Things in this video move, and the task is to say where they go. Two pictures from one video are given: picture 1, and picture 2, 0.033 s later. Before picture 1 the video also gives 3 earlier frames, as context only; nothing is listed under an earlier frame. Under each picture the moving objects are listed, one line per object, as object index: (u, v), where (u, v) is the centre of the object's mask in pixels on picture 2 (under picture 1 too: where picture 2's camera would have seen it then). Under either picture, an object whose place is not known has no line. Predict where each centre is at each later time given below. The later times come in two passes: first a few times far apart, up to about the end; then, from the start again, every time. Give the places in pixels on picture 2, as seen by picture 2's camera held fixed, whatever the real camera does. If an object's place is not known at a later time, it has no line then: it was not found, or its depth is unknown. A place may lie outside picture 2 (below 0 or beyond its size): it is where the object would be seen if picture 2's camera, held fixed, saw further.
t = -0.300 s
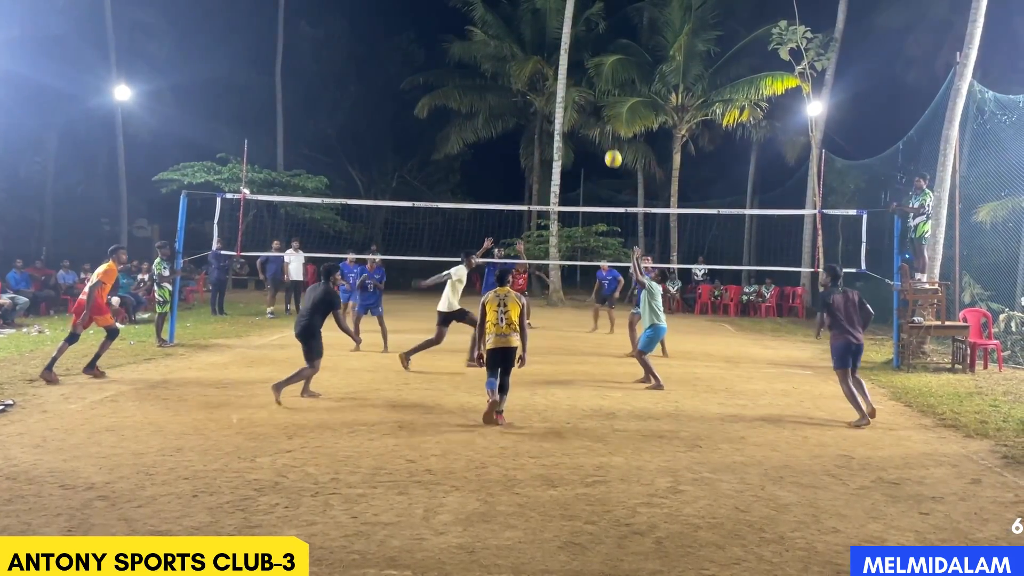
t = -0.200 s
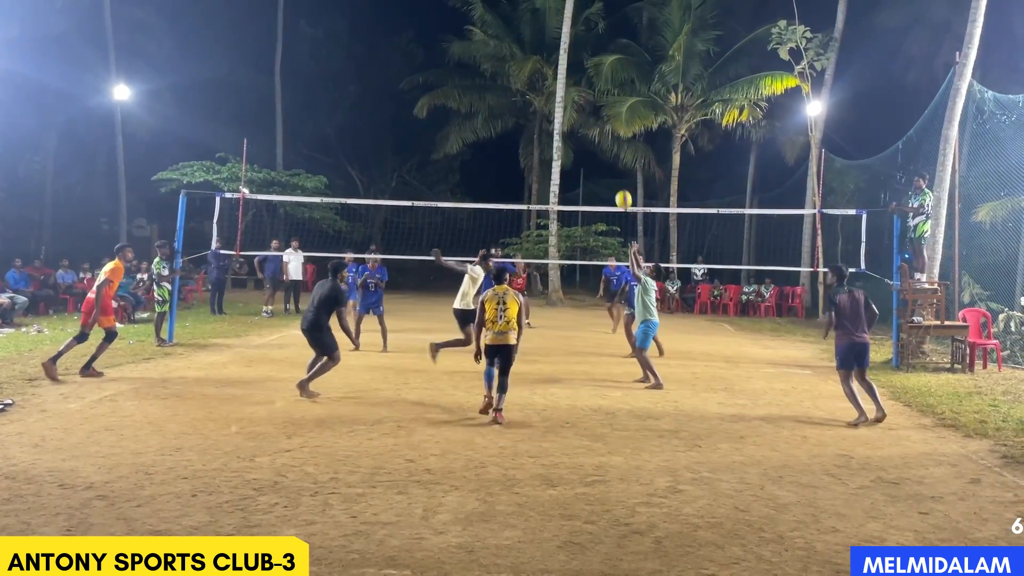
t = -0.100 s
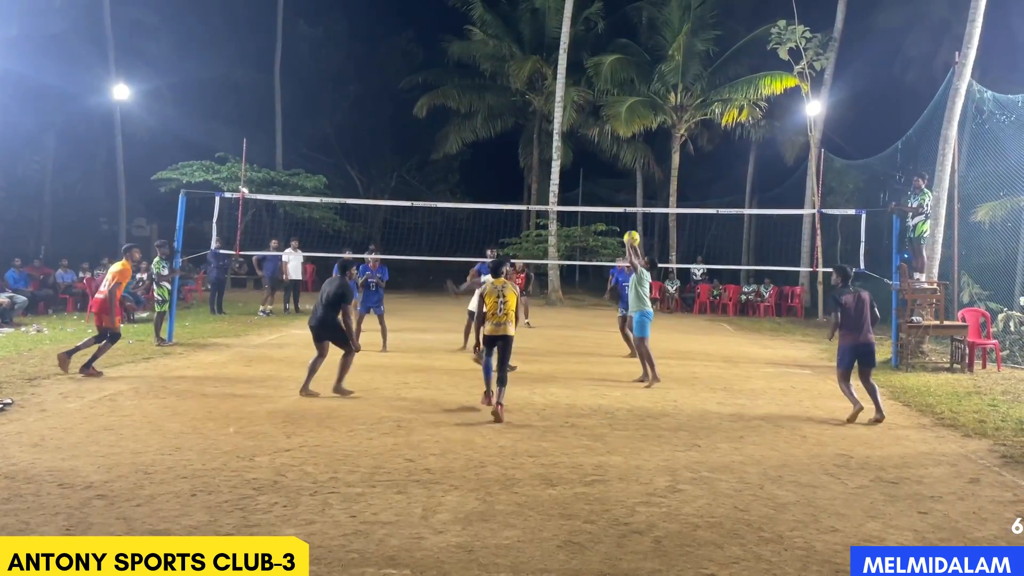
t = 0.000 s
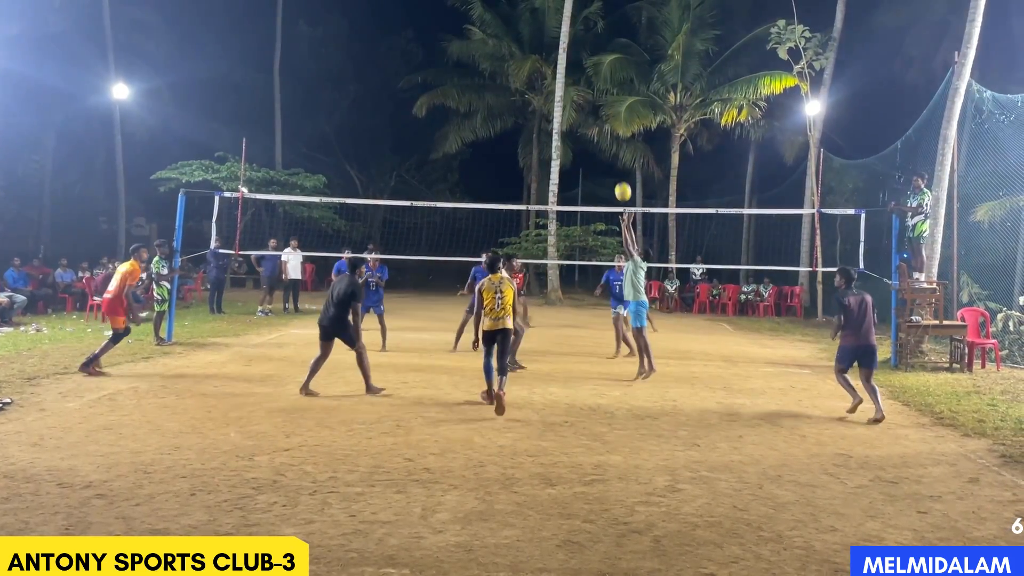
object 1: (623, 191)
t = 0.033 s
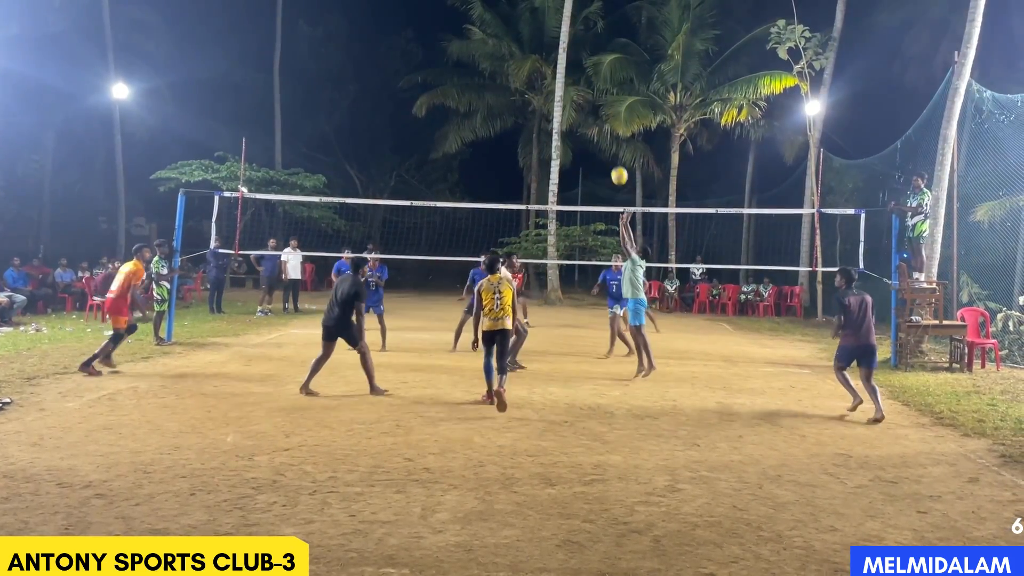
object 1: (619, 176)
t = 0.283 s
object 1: (593, 85)
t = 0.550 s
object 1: (565, 41)
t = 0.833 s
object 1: (535, 52)
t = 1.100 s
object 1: (507, 113)
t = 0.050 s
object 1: (618, 168)
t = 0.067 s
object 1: (616, 161)
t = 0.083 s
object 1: (614, 153)
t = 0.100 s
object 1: (612, 147)
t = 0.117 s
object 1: (611, 140)
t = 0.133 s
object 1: (609, 133)
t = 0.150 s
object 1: (607, 127)
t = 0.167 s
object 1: (605, 121)
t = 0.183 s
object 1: (604, 115)
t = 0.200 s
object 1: (602, 109)
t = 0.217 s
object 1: (600, 104)
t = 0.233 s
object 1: (598, 99)
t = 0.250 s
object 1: (597, 94)
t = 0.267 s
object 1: (595, 89)
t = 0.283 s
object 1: (593, 85)
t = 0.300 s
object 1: (591, 80)
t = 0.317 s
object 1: (590, 76)
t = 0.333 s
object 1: (588, 72)
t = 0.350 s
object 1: (586, 69)
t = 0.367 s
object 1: (585, 65)
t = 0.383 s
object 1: (583, 62)
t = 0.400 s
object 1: (581, 59)
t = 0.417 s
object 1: (579, 56)
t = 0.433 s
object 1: (578, 53)
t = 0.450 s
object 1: (576, 51)
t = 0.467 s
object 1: (574, 49)
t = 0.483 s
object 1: (573, 47)
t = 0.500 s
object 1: (571, 45)
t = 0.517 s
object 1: (569, 44)
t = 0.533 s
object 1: (567, 42)
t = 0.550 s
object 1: (565, 41)
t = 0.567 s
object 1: (564, 40)
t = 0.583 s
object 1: (562, 39)
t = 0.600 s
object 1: (561, 39)
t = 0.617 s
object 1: (559, 38)
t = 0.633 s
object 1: (557, 38)
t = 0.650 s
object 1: (555, 38)
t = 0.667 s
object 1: (553, 39)
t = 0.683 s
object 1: (552, 39)
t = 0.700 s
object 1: (550, 40)
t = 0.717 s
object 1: (548, 41)
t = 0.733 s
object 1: (546, 41)
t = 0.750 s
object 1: (544, 43)
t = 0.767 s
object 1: (543, 44)
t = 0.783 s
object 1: (541, 46)
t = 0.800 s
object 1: (539, 48)
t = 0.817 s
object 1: (537, 50)
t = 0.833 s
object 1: (535, 52)
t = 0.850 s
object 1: (534, 54)
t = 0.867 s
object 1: (532, 57)
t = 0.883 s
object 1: (530, 60)
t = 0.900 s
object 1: (529, 63)
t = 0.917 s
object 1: (527, 66)
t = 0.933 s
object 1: (525, 69)
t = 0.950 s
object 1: (523, 73)
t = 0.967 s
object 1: (521, 76)
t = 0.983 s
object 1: (520, 80)
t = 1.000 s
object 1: (518, 84)
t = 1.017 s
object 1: (516, 89)
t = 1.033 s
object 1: (514, 93)
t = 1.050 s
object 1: (513, 98)
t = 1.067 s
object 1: (511, 103)
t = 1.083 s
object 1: (509, 107)
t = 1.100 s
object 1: (507, 113)
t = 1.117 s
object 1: (506, 118)
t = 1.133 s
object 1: (504, 124)
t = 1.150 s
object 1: (502, 129)
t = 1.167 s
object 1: (501, 135)
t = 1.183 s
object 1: (499, 141)
